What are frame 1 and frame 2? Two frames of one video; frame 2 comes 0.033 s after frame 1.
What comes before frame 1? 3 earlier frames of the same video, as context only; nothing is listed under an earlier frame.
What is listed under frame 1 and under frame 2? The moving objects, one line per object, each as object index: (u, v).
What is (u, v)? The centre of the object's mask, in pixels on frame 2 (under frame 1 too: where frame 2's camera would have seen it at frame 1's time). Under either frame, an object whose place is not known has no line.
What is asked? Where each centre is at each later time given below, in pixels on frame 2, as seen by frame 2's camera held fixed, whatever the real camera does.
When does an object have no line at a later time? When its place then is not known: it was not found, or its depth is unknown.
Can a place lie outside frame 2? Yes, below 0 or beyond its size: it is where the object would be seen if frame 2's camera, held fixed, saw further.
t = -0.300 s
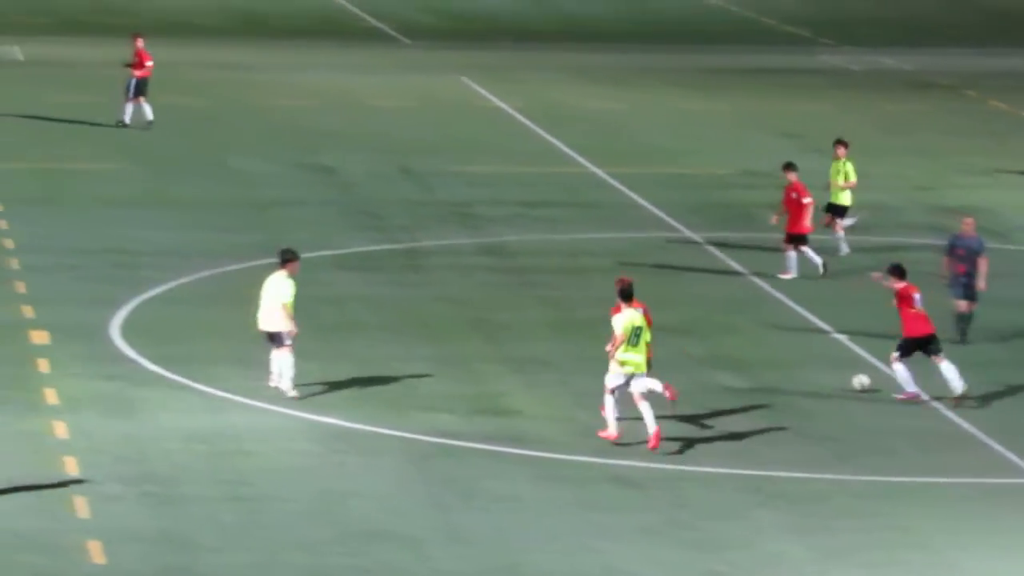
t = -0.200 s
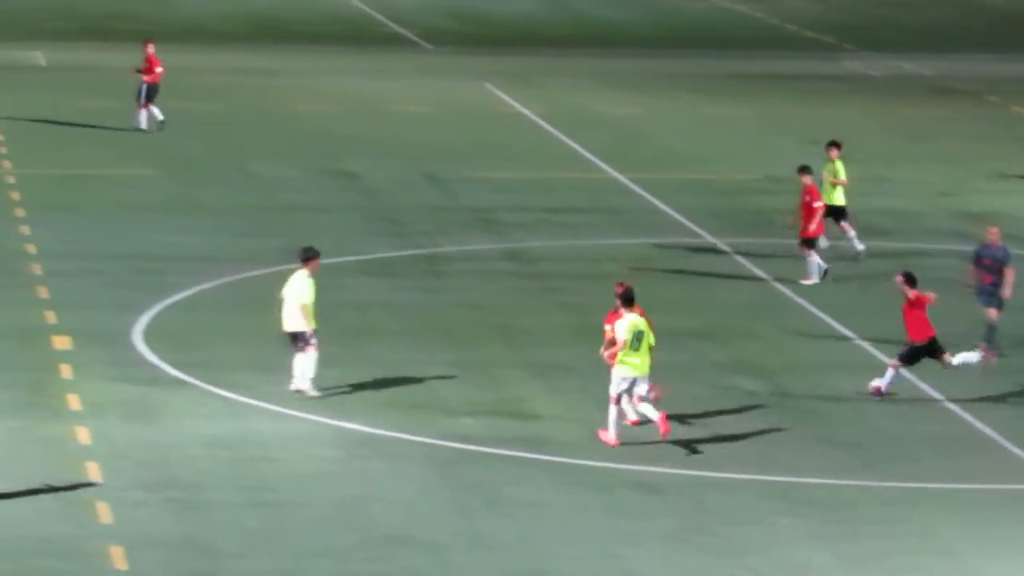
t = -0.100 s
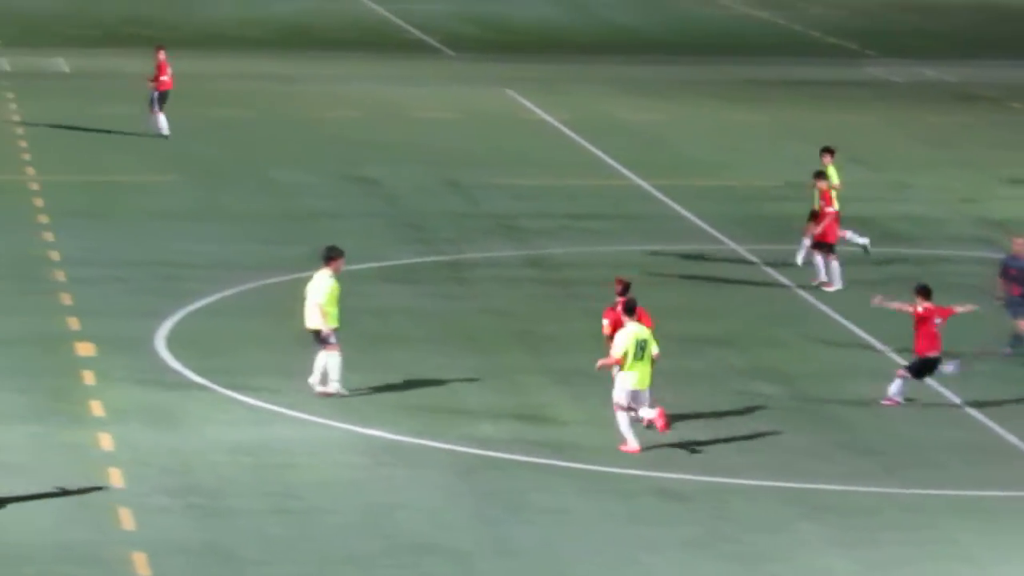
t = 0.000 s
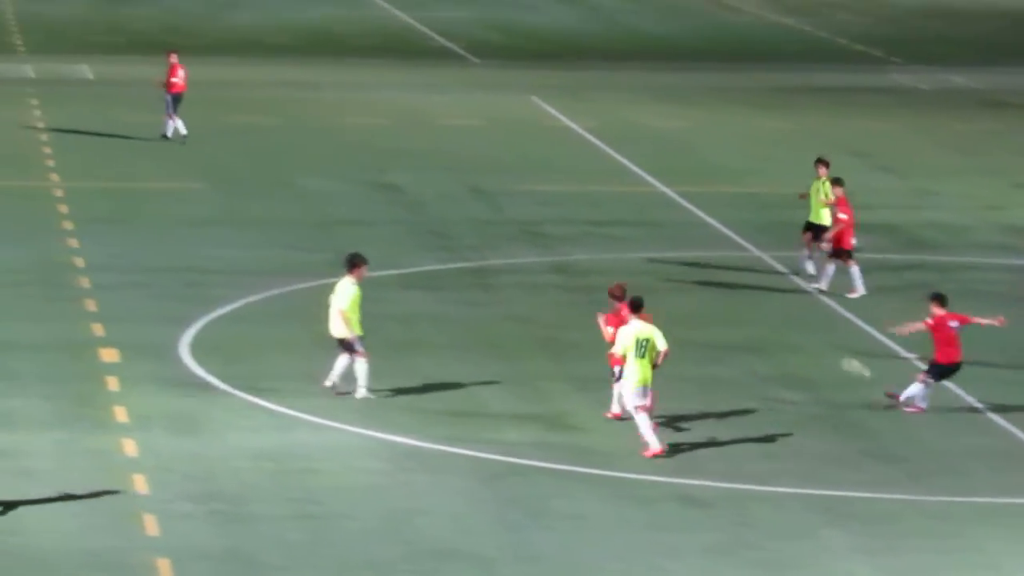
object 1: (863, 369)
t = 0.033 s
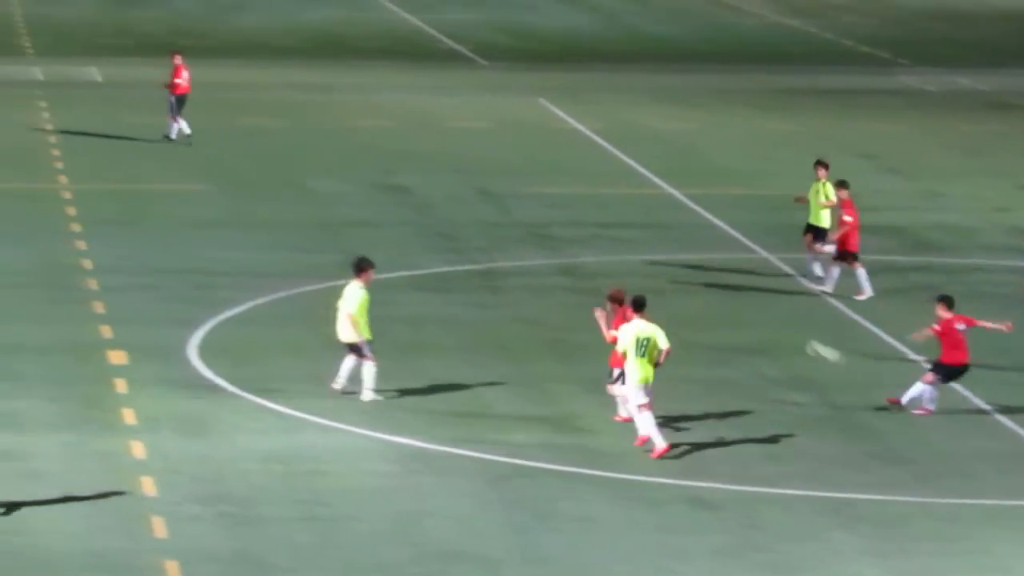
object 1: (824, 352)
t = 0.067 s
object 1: (783, 334)
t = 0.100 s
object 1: (739, 316)
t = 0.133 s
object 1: (697, 298)
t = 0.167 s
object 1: (658, 283)
